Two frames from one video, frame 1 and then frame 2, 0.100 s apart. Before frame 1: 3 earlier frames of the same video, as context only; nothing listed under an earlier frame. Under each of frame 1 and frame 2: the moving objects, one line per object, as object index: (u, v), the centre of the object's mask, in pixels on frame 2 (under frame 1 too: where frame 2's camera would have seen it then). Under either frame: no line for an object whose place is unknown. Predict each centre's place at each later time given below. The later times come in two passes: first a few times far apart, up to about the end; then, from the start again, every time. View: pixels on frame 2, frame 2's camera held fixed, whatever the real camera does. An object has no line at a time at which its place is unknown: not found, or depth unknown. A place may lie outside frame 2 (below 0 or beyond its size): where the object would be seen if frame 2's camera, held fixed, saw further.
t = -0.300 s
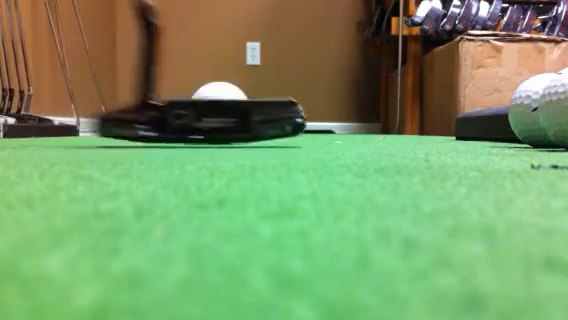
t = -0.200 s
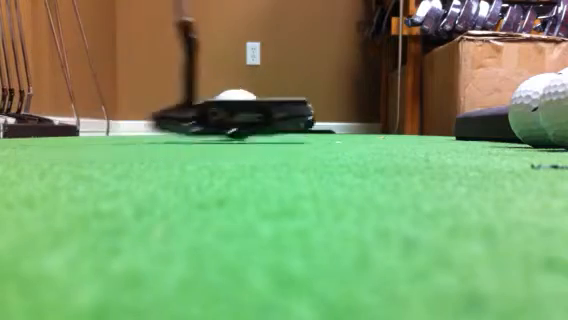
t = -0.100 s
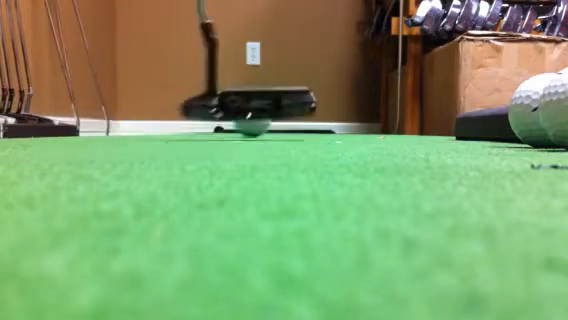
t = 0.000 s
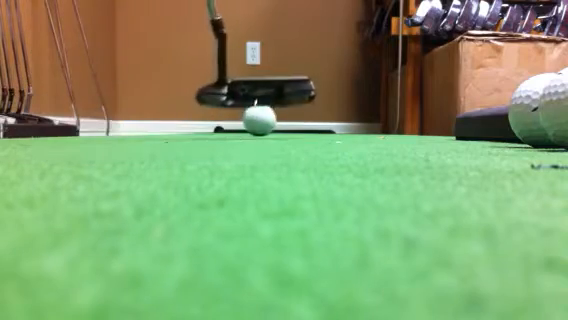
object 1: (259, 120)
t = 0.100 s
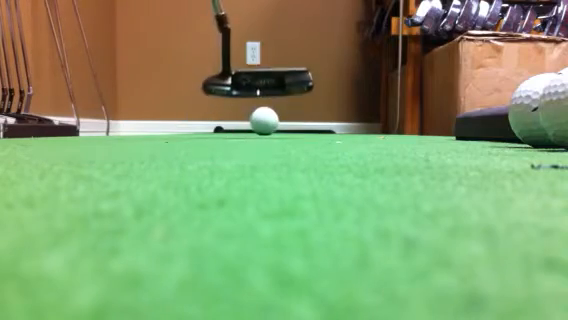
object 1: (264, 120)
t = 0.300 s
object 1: (269, 122)
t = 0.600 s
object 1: (273, 124)
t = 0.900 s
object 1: (274, 125)
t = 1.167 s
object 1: (273, 126)
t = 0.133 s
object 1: (265, 121)
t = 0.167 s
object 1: (266, 121)
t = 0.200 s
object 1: (267, 122)
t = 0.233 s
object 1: (268, 122)
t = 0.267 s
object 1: (268, 122)
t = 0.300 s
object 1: (269, 122)
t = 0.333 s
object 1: (270, 123)
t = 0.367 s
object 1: (270, 123)
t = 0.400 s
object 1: (271, 123)
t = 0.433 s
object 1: (271, 123)
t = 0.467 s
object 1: (272, 123)
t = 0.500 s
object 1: (272, 124)
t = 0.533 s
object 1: (273, 124)
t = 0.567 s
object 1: (273, 124)
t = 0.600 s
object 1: (273, 124)
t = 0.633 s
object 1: (273, 125)
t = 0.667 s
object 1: (273, 125)
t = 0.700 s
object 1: (273, 125)
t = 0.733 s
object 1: (273, 125)
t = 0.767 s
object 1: (274, 125)
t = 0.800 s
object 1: (274, 125)
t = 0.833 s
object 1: (274, 125)
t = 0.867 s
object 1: (274, 125)
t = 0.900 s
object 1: (274, 125)
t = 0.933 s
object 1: (274, 125)
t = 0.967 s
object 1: (274, 125)
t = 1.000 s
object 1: (274, 125)
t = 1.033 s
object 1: (274, 126)
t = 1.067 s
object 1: (274, 126)
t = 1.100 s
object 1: (274, 126)
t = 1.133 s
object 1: (273, 126)
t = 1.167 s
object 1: (273, 126)
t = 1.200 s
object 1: (273, 126)
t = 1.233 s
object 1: (273, 126)
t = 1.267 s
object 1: (274, 126)
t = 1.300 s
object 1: (274, 126)
